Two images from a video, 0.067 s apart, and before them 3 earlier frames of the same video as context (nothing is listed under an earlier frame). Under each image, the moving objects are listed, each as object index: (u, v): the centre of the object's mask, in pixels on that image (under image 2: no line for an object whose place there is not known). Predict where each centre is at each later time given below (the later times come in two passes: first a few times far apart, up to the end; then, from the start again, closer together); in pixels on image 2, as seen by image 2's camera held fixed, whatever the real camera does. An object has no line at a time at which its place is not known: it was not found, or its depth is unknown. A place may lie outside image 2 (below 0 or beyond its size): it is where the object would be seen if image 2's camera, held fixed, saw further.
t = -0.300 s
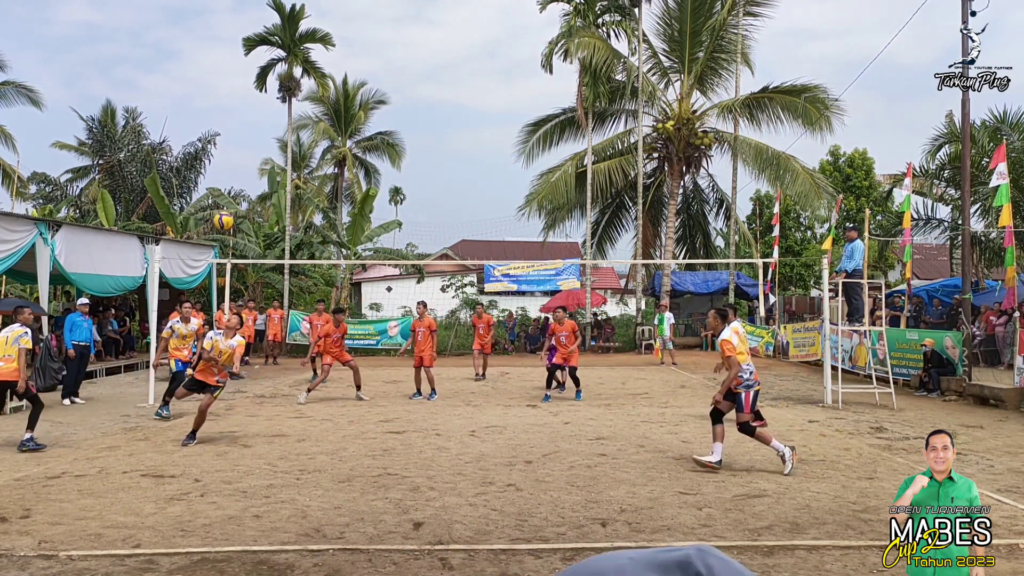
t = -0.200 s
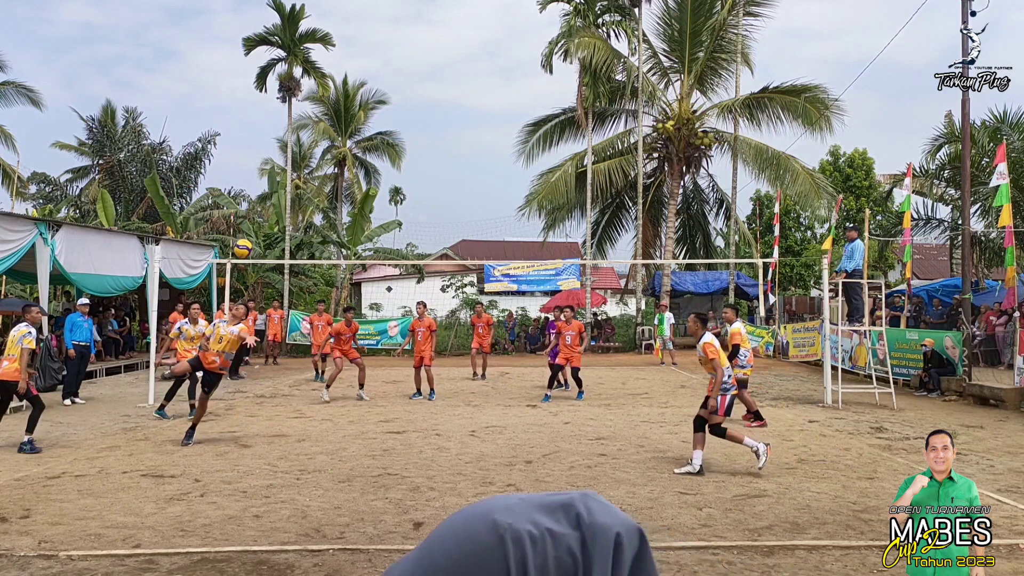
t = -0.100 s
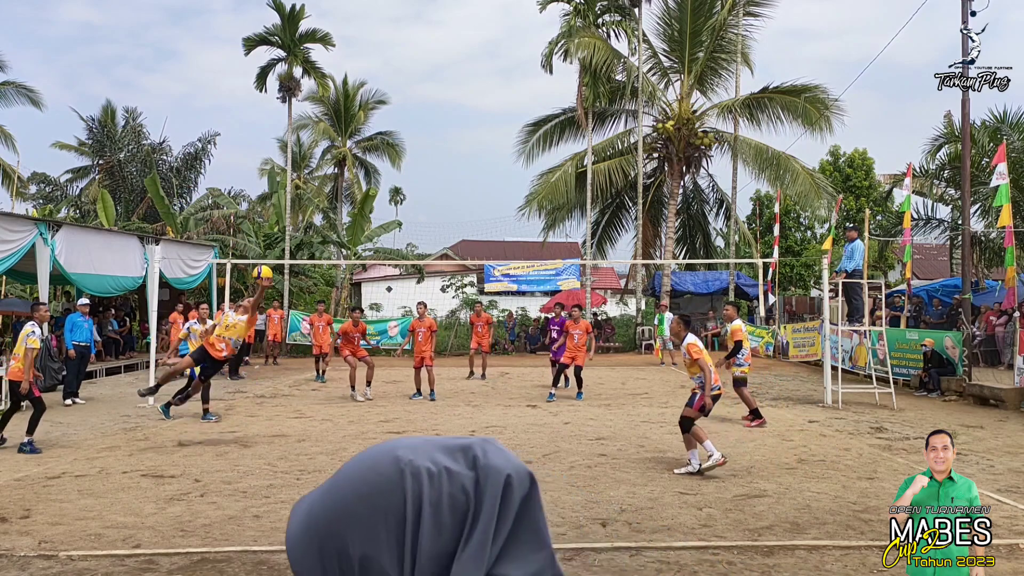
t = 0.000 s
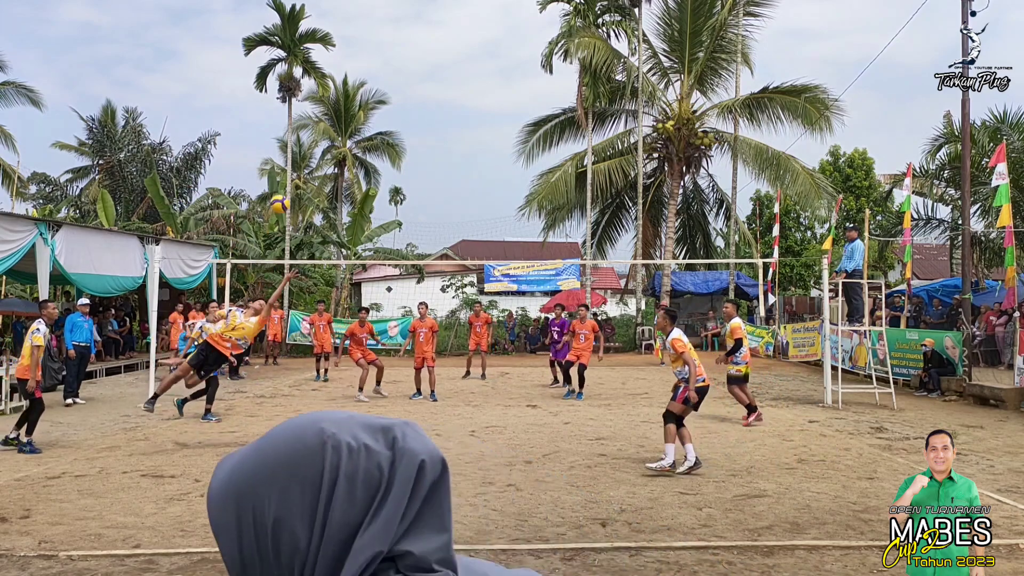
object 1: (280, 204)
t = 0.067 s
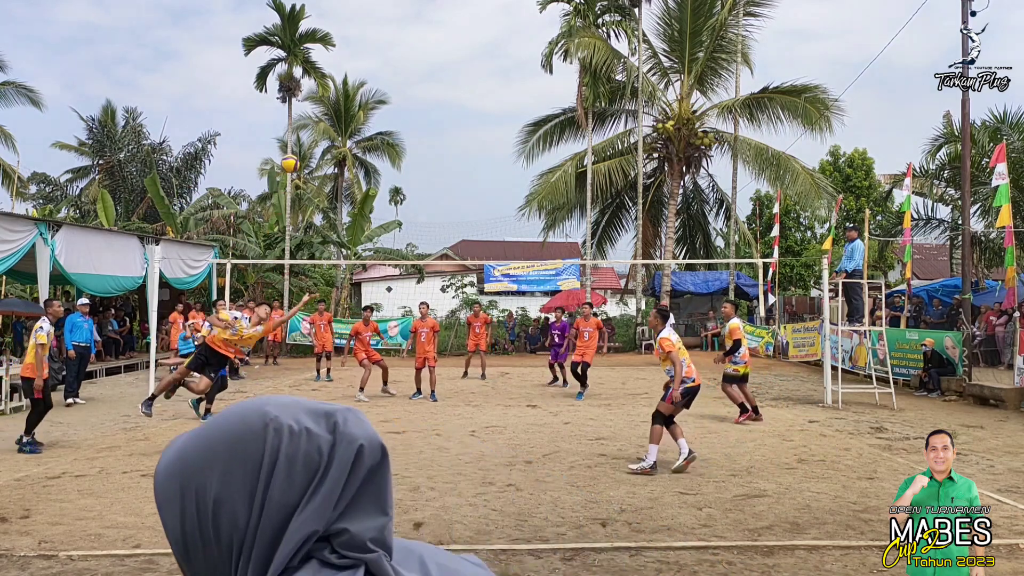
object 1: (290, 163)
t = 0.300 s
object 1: (321, 63)
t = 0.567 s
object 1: (352, 12)
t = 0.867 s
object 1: (382, 23)
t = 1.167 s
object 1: (405, 93)
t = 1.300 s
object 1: (414, 140)
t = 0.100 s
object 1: (295, 145)
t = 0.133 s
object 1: (299, 129)
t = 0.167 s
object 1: (304, 114)
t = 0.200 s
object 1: (308, 99)
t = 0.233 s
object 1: (312, 85)
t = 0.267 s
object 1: (317, 74)
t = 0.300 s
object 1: (321, 63)
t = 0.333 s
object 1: (325, 53)
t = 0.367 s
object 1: (329, 44)
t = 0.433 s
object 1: (337, 29)
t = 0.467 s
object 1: (341, 24)
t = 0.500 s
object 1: (345, 19)
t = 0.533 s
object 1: (349, 15)
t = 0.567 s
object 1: (352, 12)
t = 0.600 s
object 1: (356, 10)
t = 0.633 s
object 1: (359, 9)
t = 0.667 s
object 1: (362, 8)
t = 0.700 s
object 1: (366, 9)
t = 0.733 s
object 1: (369, 10)
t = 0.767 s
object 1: (373, 12)
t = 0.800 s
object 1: (376, 15)
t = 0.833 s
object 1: (379, 18)
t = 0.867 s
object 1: (382, 23)
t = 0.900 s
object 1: (385, 28)
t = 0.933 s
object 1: (388, 34)
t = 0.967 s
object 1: (390, 40)
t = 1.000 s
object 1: (393, 47)
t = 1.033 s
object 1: (396, 55)
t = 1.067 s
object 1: (398, 63)
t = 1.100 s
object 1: (401, 72)
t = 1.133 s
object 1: (403, 82)
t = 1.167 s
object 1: (405, 93)
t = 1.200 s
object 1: (408, 104)
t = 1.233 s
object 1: (410, 115)
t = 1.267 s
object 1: (412, 127)
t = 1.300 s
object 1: (414, 140)
